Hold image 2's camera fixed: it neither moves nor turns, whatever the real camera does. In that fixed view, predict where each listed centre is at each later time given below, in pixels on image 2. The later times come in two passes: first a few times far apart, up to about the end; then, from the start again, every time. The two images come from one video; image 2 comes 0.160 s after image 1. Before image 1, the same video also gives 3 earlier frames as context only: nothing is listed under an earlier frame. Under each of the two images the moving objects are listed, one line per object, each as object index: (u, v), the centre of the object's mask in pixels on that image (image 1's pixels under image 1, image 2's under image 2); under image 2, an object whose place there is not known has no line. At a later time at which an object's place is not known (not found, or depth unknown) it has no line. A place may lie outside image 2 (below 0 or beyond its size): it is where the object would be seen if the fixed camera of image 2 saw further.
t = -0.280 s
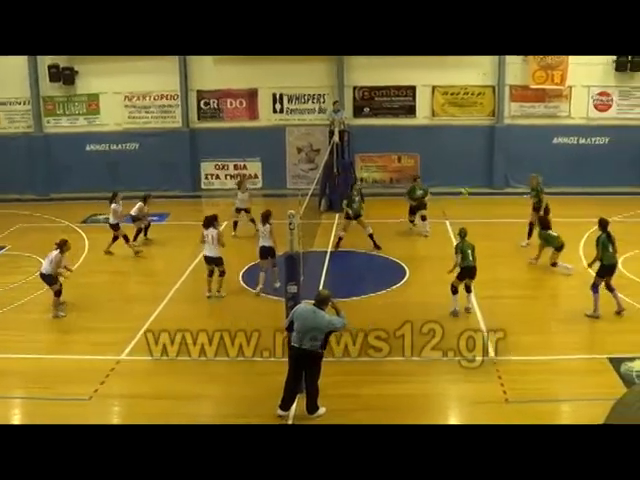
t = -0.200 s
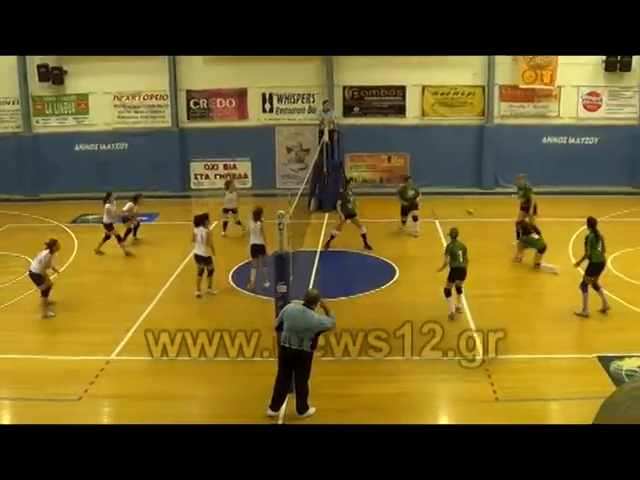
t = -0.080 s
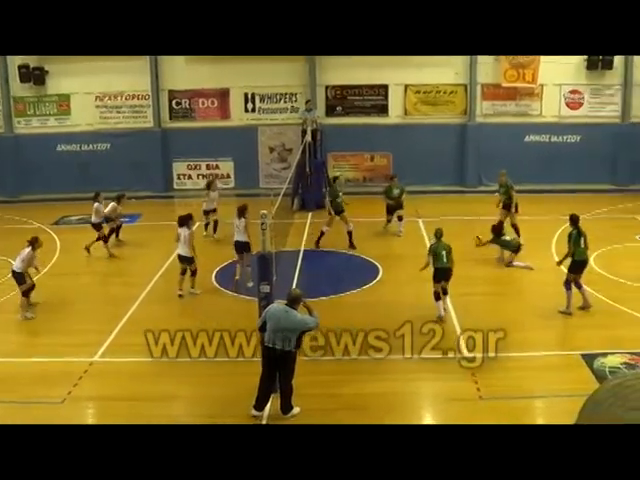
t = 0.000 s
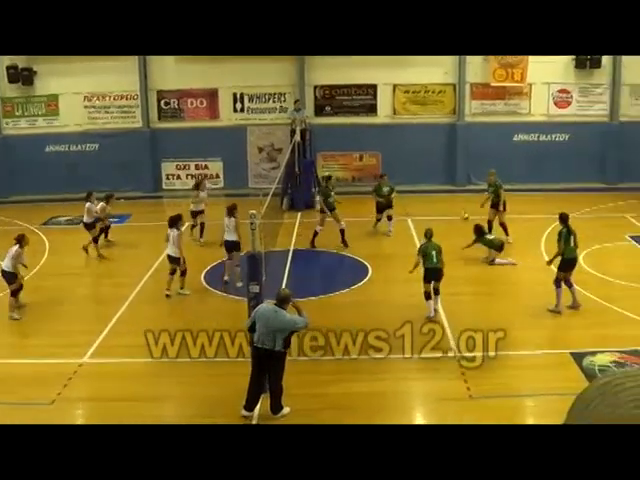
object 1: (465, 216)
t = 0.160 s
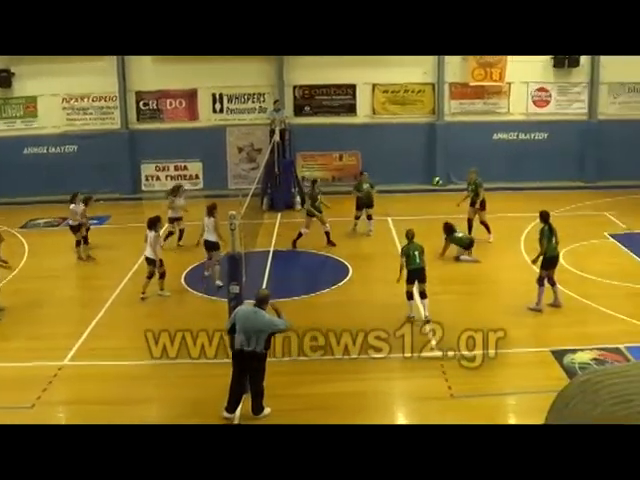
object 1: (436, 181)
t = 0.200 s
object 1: (435, 174)
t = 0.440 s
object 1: (420, 148)
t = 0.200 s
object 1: (435, 174)
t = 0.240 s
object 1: (432, 168)
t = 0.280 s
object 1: (430, 163)
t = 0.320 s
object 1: (426, 158)
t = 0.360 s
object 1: (425, 154)
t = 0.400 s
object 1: (422, 151)
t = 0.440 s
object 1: (420, 148)
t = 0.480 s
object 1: (417, 147)
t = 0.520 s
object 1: (415, 145)
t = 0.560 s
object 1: (412, 145)
